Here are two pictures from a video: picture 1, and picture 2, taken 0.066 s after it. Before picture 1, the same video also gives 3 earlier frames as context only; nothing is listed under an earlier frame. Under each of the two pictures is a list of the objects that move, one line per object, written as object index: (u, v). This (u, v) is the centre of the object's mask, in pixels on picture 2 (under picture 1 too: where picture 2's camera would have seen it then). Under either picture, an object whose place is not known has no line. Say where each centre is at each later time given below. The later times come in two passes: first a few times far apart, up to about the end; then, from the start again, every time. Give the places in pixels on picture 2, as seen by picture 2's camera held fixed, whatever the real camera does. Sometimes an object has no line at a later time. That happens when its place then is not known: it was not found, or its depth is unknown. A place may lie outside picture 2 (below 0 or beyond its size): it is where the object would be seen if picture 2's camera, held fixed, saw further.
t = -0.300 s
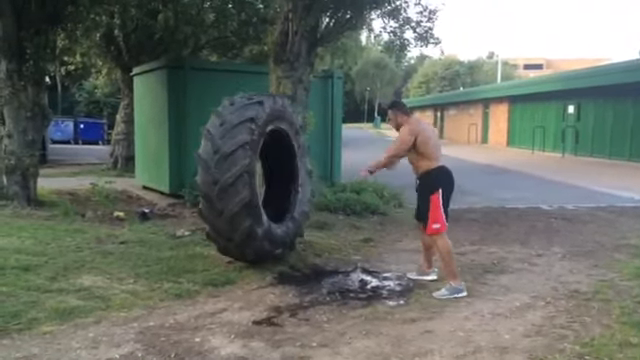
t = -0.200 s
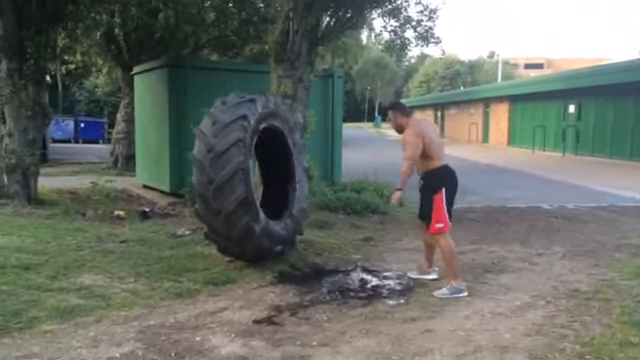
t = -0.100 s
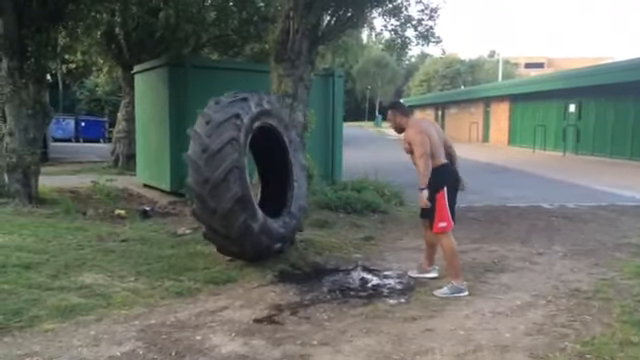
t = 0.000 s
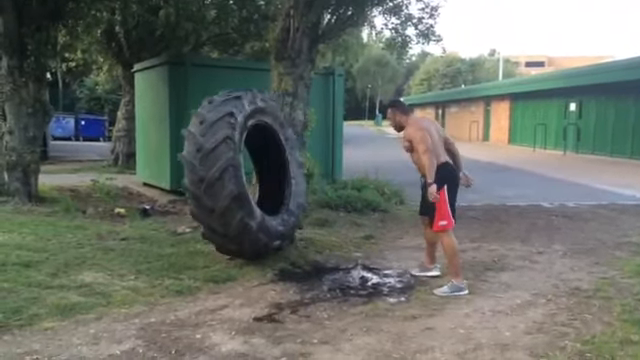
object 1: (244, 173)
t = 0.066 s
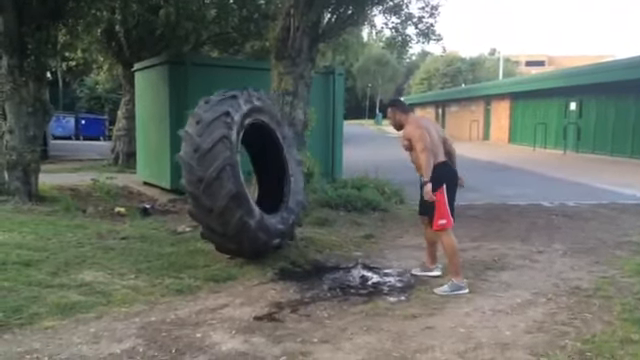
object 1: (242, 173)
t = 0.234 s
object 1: (237, 174)
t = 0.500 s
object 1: (229, 174)
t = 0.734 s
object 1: (220, 177)
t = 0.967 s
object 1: (205, 181)
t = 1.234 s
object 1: (182, 197)
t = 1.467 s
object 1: (158, 226)
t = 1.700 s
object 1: (155, 221)
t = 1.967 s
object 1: (153, 224)
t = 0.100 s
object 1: (241, 173)
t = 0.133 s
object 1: (240, 173)
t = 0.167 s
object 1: (239, 173)
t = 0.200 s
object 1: (238, 173)
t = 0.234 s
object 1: (237, 174)
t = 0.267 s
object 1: (236, 174)
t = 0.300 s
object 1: (235, 174)
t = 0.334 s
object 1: (234, 174)
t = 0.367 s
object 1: (233, 174)
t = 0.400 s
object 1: (232, 174)
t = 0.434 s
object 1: (231, 174)
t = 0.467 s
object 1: (230, 174)
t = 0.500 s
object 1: (229, 174)
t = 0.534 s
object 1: (228, 175)
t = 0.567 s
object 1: (227, 175)
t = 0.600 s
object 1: (226, 176)
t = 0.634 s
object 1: (224, 176)
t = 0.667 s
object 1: (223, 177)
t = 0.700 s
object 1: (221, 177)
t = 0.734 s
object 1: (220, 177)
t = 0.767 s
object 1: (218, 177)
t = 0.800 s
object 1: (216, 178)
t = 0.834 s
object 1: (214, 178)
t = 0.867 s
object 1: (212, 179)
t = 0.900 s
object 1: (210, 179)
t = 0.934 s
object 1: (208, 180)
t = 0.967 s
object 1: (205, 181)
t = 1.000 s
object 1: (202, 182)
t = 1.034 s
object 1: (200, 183)
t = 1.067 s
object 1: (197, 185)
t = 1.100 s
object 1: (195, 186)
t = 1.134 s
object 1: (192, 188)
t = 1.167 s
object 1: (189, 191)
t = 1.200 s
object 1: (186, 194)
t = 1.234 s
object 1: (182, 197)
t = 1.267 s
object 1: (178, 200)
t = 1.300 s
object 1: (174, 204)
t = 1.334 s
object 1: (171, 208)
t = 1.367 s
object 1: (167, 214)
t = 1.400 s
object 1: (164, 219)
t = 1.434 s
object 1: (161, 223)
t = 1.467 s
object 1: (158, 226)
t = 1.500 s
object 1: (155, 225)
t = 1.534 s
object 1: (156, 223)
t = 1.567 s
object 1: (156, 222)
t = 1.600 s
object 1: (156, 221)
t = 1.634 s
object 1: (155, 220)
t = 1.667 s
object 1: (155, 220)
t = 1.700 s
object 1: (155, 221)
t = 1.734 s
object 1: (155, 222)
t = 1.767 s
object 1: (154, 223)
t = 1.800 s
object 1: (153, 224)
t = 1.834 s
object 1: (152, 224)
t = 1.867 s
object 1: (153, 224)
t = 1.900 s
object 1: (152, 224)
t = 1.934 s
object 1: (153, 224)
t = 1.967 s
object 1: (153, 224)
